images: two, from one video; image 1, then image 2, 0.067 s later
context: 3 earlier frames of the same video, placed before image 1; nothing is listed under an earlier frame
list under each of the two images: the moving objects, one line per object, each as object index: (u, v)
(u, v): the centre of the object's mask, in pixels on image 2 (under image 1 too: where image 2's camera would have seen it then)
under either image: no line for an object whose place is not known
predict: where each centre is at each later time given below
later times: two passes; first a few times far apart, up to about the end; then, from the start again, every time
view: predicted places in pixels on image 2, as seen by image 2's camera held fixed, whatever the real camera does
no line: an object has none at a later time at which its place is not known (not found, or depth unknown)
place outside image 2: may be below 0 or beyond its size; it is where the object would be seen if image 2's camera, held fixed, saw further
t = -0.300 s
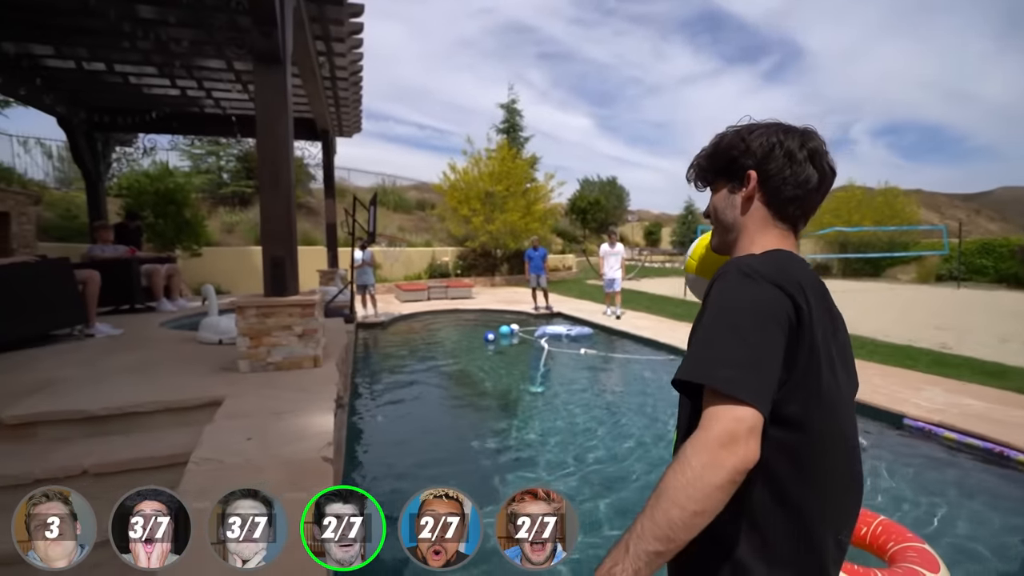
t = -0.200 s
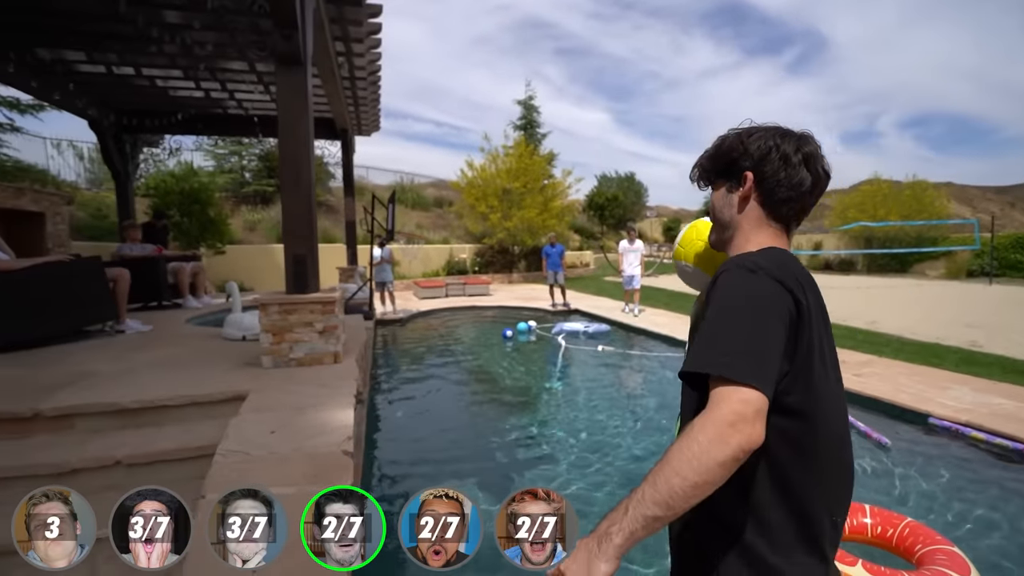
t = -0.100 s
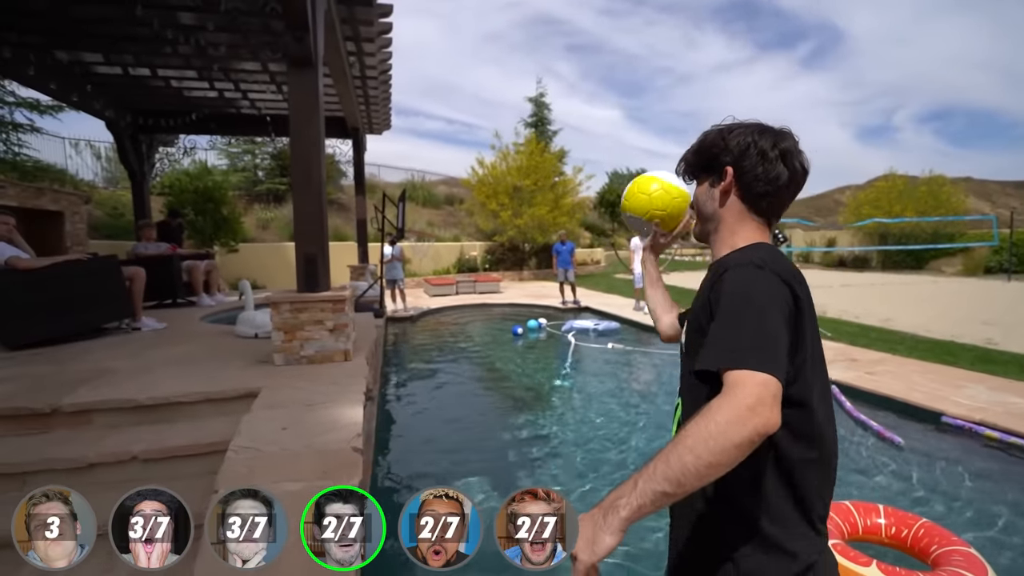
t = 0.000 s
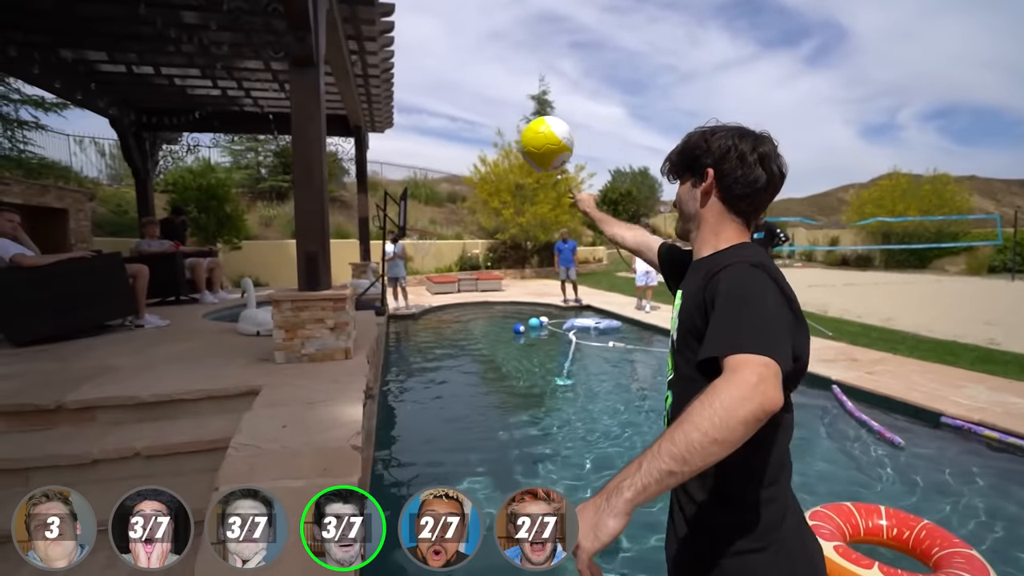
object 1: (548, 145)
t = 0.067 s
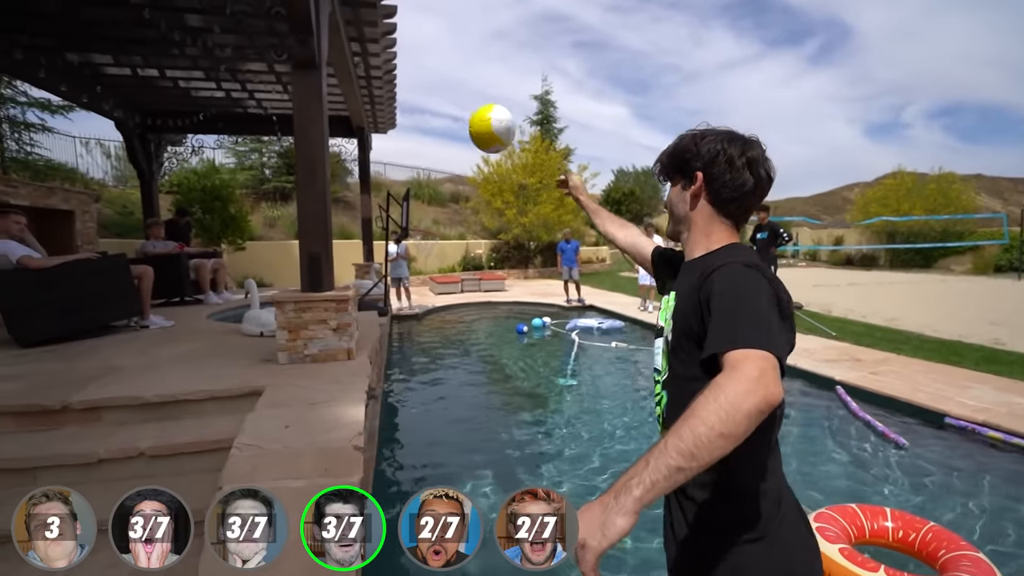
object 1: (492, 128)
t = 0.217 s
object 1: (408, 131)
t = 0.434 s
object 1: (341, 186)
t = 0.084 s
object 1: (480, 126)
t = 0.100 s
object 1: (469, 125)
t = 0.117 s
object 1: (459, 125)
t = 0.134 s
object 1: (449, 124)
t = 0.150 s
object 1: (440, 125)
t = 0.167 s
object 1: (431, 126)
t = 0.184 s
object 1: (423, 127)
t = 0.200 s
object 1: (416, 129)
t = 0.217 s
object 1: (408, 131)
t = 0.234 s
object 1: (401, 134)
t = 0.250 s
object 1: (395, 137)
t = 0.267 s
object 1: (389, 140)
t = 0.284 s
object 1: (383, 144)
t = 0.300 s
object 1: (377, 148)
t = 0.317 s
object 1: (372, 152)
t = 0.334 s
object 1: (367, 156)
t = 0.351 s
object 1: (362, 160)
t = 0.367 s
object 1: (358, 165)
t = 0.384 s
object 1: (354, 169)
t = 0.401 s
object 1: (349, 173)
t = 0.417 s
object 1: (343, 179)
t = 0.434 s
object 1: (341, 186)
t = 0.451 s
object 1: (337, 190)
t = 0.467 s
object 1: (334, 196)
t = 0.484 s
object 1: (332, 201)
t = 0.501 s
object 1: (330, 207)
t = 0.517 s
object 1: (328, 213)
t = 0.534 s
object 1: (326, 221)
